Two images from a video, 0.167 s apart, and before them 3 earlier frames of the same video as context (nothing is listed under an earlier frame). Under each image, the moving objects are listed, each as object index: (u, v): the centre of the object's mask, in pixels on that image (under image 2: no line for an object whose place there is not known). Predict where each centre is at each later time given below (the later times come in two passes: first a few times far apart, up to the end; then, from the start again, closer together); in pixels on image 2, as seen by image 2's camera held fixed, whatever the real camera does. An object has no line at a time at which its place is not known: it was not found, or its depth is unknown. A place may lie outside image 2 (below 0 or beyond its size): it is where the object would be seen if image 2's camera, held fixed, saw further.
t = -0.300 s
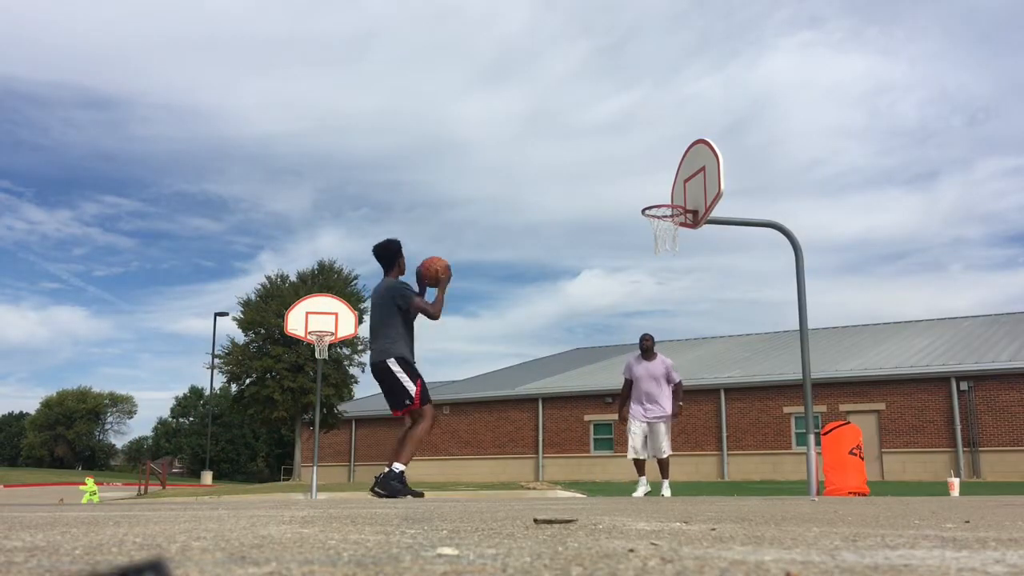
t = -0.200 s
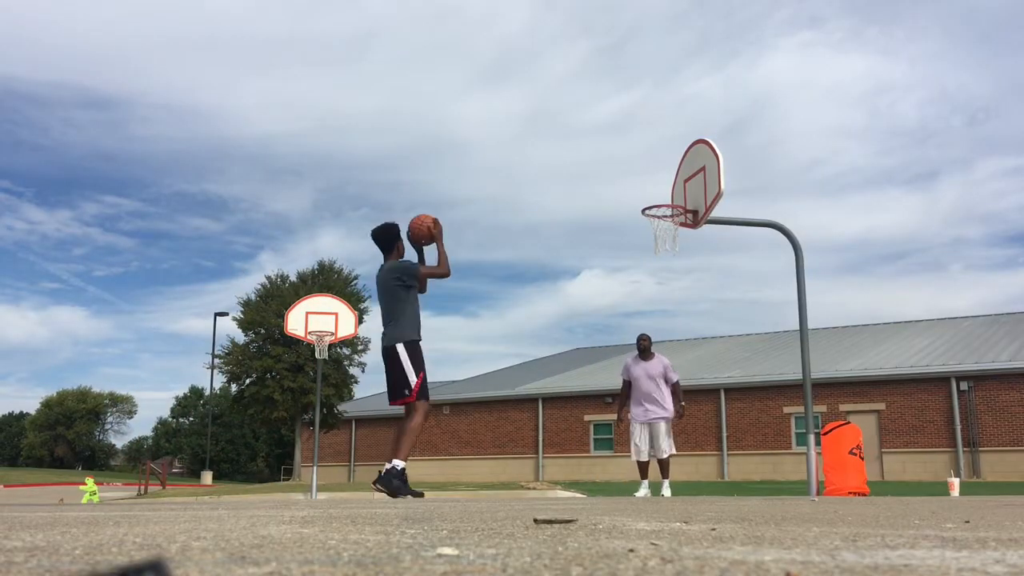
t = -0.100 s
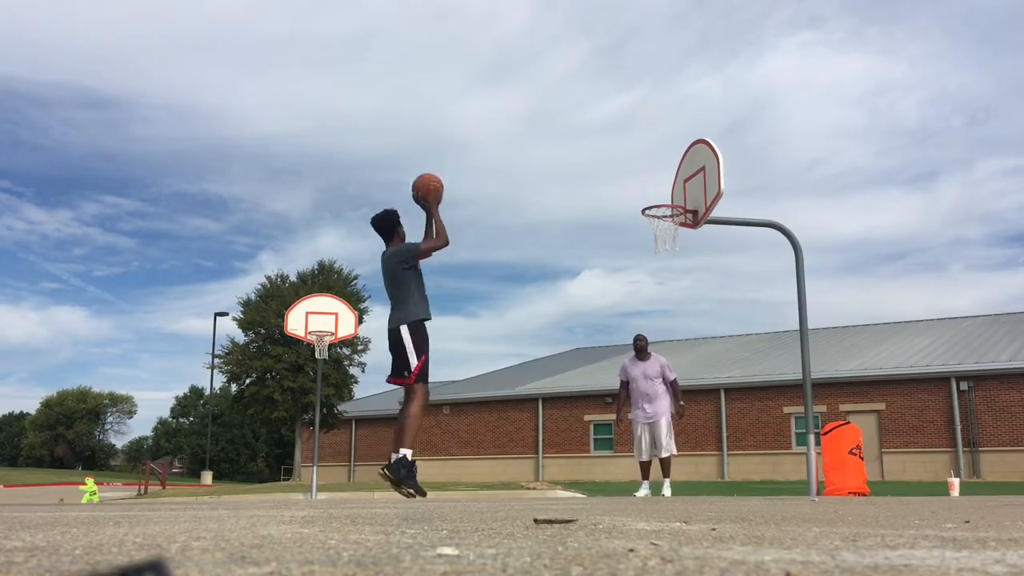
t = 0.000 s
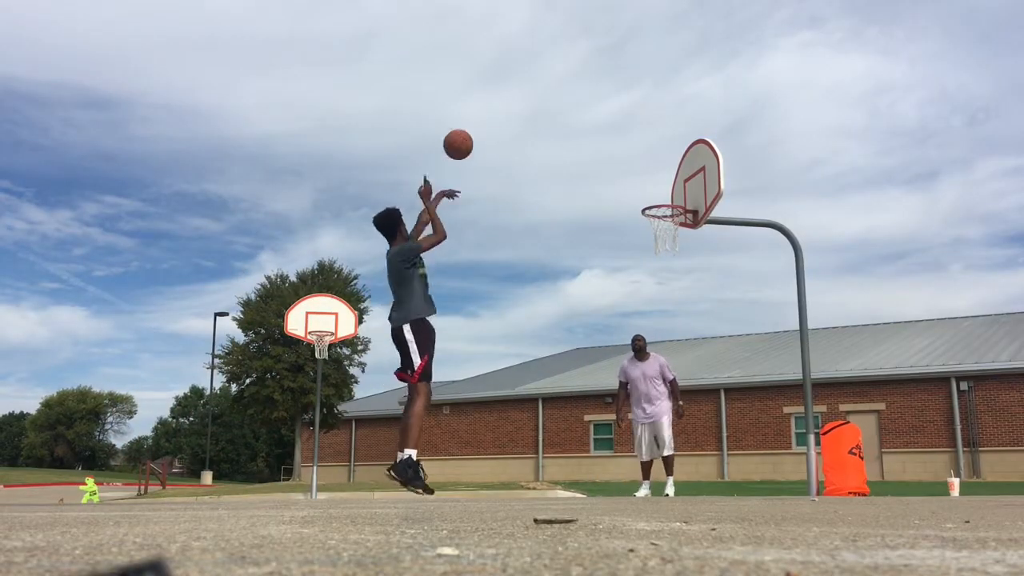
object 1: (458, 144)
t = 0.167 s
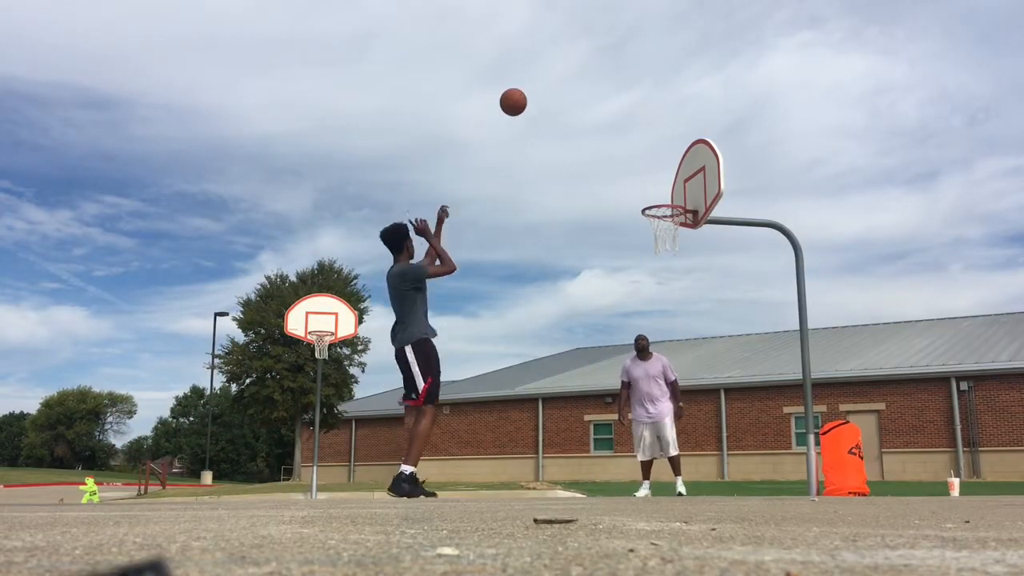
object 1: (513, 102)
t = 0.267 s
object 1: (541, 93)
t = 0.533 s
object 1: (607, 116)
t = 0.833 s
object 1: (668, 207)
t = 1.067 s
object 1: (637, 276)
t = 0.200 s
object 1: (523, 98)
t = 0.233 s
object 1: (532, 95)
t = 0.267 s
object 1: (541, 93)
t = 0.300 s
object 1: (550, 92)
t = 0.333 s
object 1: (559, 93)
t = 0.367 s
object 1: (568, 94)
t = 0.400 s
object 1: (576, 97)
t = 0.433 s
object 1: (584, 100)
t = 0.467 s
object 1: (592, 105)
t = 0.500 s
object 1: (600, 110)
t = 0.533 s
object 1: (607, 116)
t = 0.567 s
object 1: (614, 123)
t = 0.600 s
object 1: (622, 131)
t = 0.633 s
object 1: (629, 139)
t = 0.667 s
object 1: (635, 149)
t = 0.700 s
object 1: (642, 159)
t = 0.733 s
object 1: (649, 170)
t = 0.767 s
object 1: (655, 181)
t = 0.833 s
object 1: (668, 207)
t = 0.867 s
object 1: (670, 217)
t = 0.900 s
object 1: (664, 226)
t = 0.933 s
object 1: (658, 235)
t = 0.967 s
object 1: (653, 244)
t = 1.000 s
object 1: (648, 253)
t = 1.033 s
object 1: (642, 264)
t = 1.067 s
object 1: (637, 276)
